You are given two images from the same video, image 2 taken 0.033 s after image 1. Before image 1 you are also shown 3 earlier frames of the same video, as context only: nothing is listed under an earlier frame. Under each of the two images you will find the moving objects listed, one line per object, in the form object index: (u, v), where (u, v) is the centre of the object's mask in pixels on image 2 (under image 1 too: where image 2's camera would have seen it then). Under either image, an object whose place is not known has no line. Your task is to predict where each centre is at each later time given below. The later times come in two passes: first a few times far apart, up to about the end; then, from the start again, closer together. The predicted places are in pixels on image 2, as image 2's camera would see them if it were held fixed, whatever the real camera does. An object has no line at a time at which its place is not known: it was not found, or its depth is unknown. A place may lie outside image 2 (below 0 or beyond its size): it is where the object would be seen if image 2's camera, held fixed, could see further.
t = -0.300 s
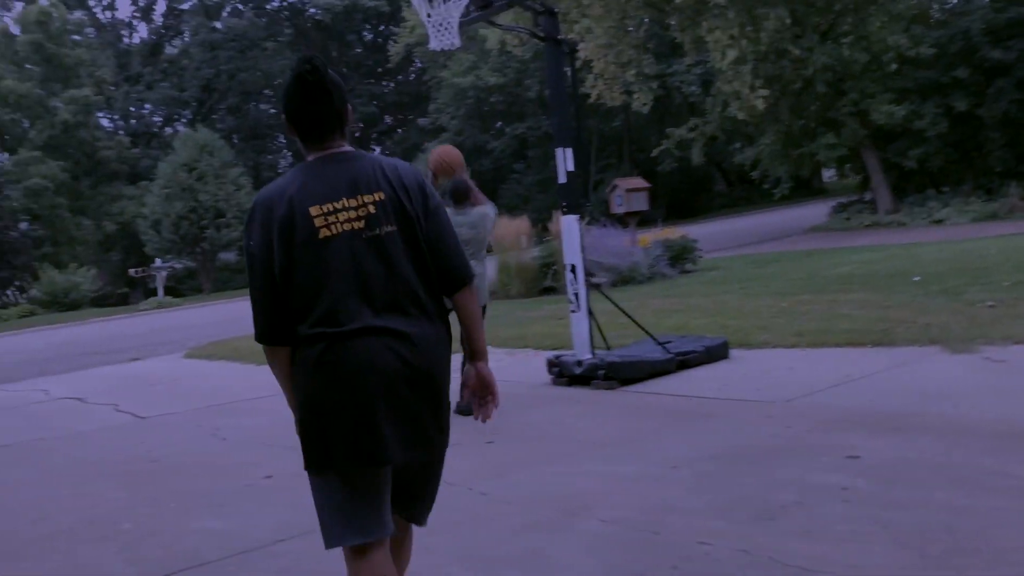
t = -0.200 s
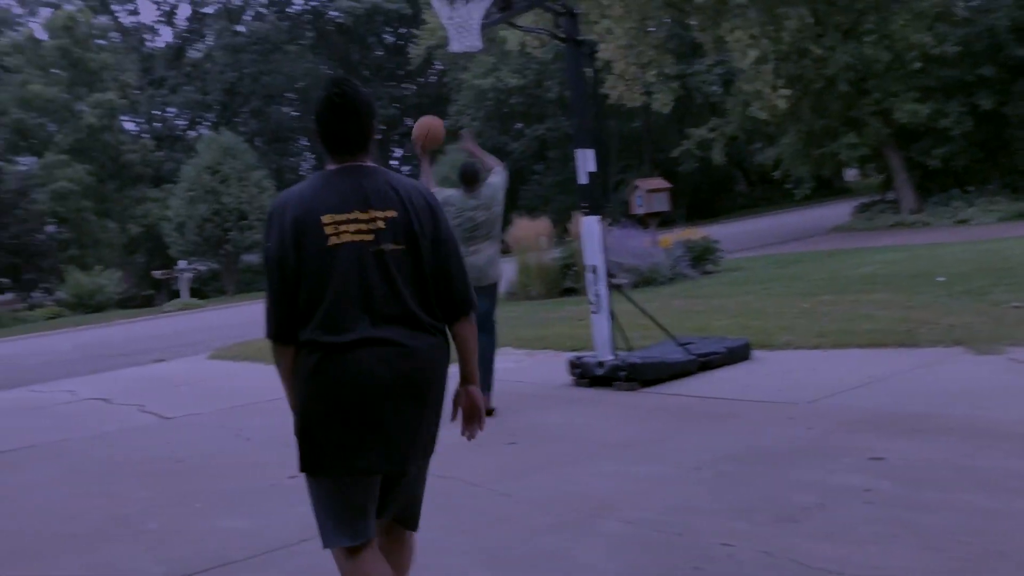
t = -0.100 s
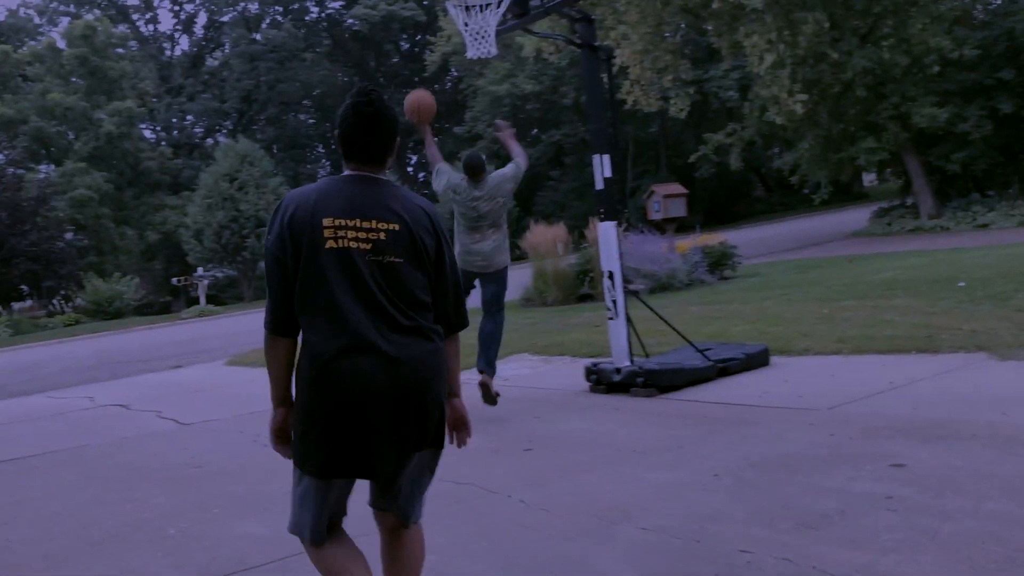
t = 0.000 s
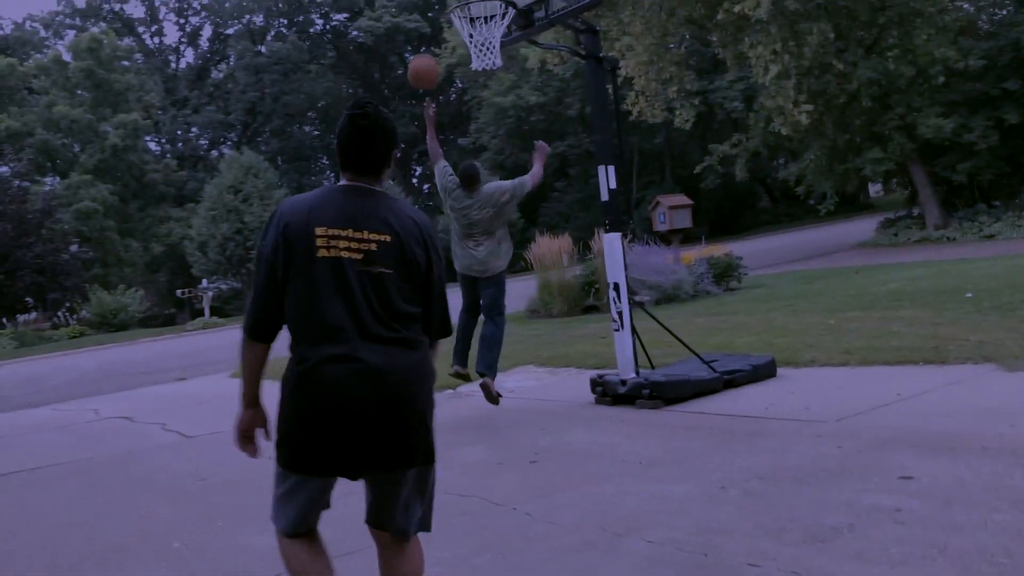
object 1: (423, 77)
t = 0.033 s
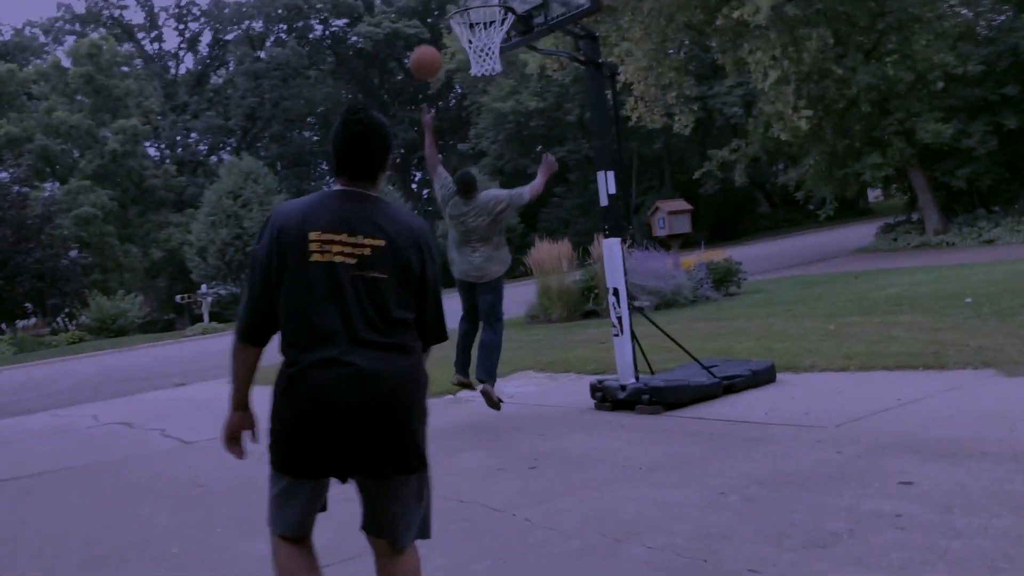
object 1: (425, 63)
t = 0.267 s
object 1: (446, -3)
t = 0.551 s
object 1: (485, 13)
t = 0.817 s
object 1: (502, 88)
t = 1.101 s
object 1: (513, 249)
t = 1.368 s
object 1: (512, 365)
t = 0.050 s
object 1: (427, 56)
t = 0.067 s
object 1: (428, 49)
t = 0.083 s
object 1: (430, 43)
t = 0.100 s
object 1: (431, 36)
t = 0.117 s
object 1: (432, 30)
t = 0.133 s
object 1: (433, 25)
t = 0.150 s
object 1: (434, 20)
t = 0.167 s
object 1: (436, 15)
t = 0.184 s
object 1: (438, 11)
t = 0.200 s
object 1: (439, 7)
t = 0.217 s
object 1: (442, 4)
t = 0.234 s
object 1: (444, 2)
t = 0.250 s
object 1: (445, -1)
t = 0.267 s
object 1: (446, -3)
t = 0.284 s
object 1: (448, -5)
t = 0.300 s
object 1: (449, -7)
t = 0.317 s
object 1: (452, -8)
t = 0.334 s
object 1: (455, -9)
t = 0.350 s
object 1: (458, -10)
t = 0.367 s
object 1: (460, -10)
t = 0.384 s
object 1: (461, -9)
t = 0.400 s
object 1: (464, -9)
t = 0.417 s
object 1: (466, -8)
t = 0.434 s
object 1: (468, -8)
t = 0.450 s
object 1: (471, -6)
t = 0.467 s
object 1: (473, -5)
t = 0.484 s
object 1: (475, -3)
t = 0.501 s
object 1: (476, -3)
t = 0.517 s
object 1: (480, 8)
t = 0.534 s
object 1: (483, 11)
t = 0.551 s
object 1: (485, 13)
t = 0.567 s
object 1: (486, 19)
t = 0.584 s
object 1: (490, 22)
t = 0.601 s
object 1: (494, 27)
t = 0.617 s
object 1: (494, 33)
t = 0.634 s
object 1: (500, 38)
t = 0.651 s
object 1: (499, 41)
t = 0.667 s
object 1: (501, 46)
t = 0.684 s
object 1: (502, 63)
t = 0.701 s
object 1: (501, 64)
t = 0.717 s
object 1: (501, 62)
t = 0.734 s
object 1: (501, 65)
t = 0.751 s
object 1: (501, 67)
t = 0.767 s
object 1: (500, 71)
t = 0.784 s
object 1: (502, 76)
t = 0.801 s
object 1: (502, 81)
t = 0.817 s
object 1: (502, 88)
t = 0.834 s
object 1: (503, 94)
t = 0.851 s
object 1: (502, 101)
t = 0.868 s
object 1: (503, 109)
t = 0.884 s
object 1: (504, 116)
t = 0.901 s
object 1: (505, 123)
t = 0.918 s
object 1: (505, 132)
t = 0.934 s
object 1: (506, 141)
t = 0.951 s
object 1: (506, 150)
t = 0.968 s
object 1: (507, 160)
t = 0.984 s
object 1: (508, 169)
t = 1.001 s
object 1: (508, 180)
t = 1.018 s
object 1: (509, 190)
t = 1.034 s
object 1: (510, 201)
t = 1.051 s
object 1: (511, 213)
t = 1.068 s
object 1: (512, 225)
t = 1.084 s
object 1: (513, 237)
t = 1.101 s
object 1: (513, 249)
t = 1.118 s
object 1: (514, 261)
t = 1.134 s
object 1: (515, 273)
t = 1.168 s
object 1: (518, 304)
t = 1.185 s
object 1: (520, 318)
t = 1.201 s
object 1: (521, 333)
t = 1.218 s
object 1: (521, 348)
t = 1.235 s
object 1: (523, 364)
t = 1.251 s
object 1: (524, 380)
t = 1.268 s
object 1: (526, 397)
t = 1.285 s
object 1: (527, 411)
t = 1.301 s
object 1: (526, 413)
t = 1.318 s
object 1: (523, 403)
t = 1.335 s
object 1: (519, 389)
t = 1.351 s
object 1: (516, 376)
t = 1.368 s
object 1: (512, 365)
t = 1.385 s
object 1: (509, 354)
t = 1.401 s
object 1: (506, 343)
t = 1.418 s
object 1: (503, 333)
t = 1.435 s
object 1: (501, 322)
